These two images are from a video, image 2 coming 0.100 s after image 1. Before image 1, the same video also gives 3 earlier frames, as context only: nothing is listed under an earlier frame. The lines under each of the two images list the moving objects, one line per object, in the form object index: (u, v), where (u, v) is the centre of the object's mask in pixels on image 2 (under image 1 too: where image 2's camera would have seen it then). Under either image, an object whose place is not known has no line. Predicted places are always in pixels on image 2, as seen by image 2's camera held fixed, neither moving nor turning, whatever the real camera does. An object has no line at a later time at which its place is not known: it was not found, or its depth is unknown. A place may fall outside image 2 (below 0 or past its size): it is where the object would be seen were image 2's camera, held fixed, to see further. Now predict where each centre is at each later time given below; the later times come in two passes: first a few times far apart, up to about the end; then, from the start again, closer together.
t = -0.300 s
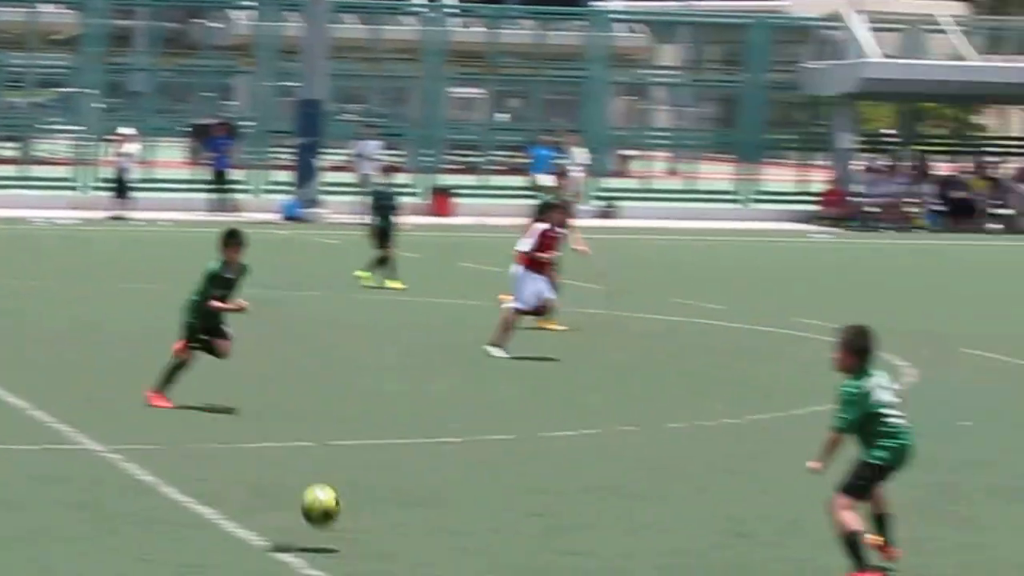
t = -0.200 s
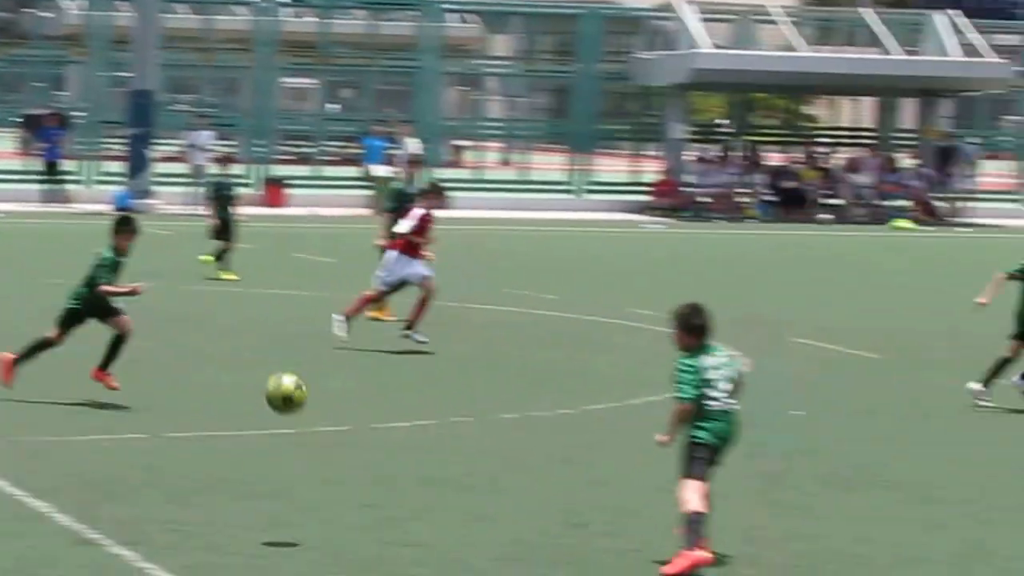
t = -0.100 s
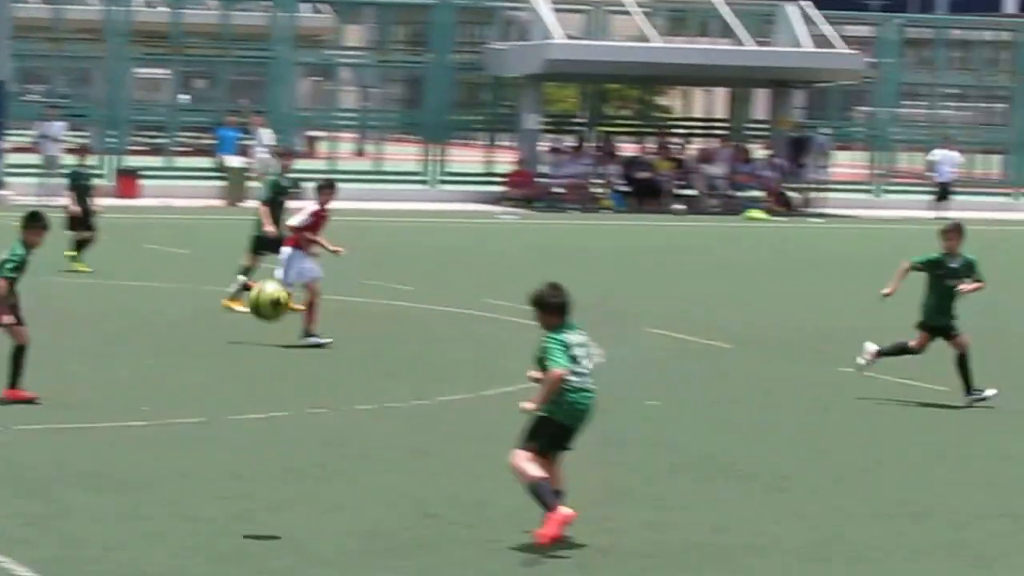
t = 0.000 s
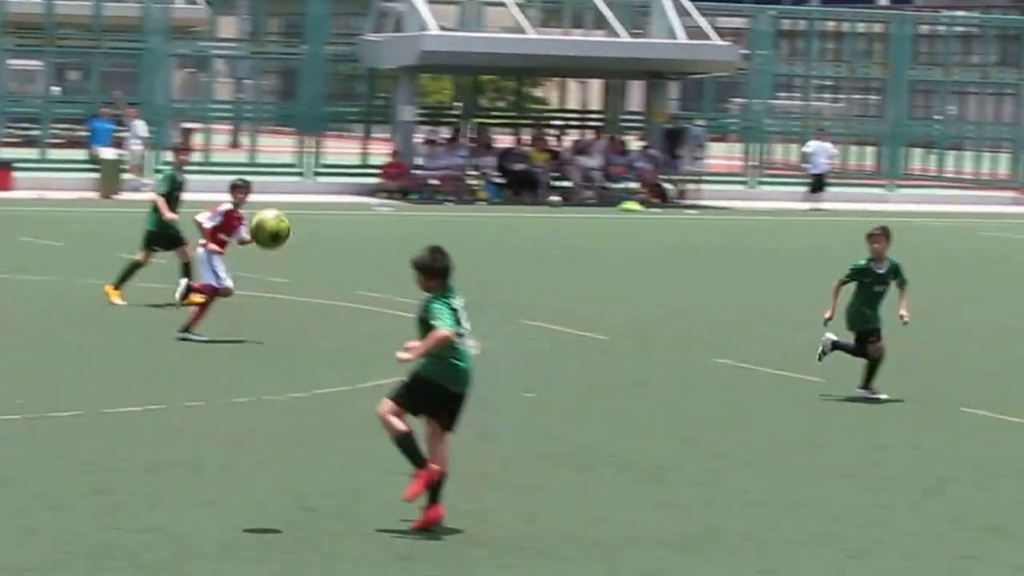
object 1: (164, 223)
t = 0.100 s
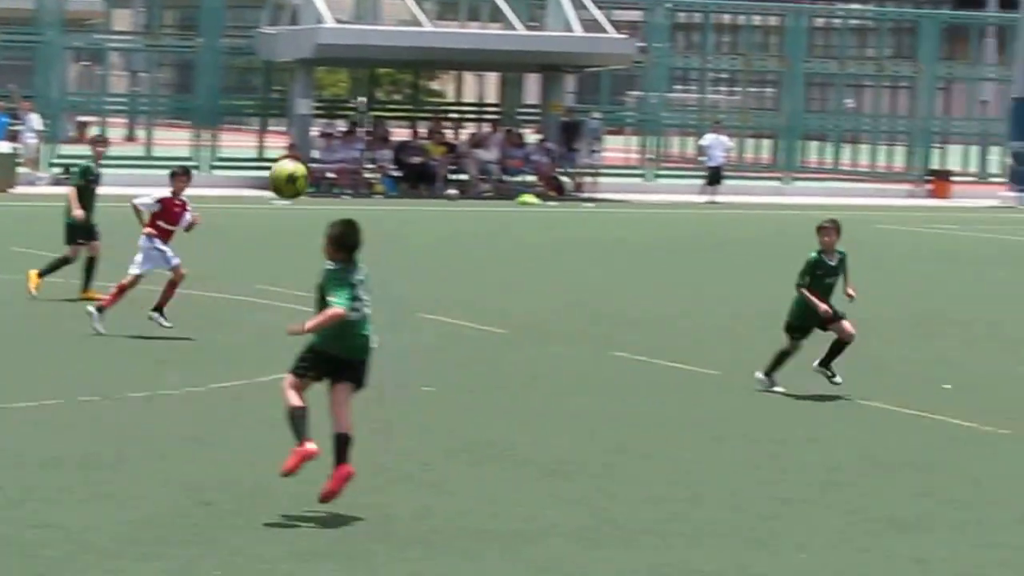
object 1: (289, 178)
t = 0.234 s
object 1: (443, 152)
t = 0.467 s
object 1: (698, 185)
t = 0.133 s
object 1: (327, 168)
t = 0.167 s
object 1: (367, 161)
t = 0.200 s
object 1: (406, 155)
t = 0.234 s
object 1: (443, 152)
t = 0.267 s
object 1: (480, 149)
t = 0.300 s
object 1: (517, 150)
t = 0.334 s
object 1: (554, 153)
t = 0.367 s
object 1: (590, 157)
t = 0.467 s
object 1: (698, 185)
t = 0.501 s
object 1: (738, 195)
